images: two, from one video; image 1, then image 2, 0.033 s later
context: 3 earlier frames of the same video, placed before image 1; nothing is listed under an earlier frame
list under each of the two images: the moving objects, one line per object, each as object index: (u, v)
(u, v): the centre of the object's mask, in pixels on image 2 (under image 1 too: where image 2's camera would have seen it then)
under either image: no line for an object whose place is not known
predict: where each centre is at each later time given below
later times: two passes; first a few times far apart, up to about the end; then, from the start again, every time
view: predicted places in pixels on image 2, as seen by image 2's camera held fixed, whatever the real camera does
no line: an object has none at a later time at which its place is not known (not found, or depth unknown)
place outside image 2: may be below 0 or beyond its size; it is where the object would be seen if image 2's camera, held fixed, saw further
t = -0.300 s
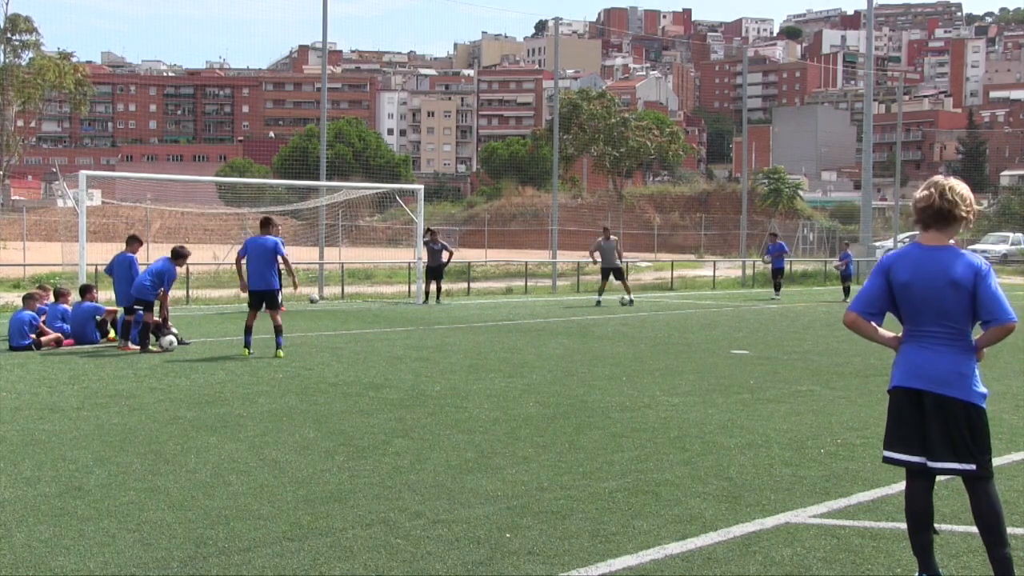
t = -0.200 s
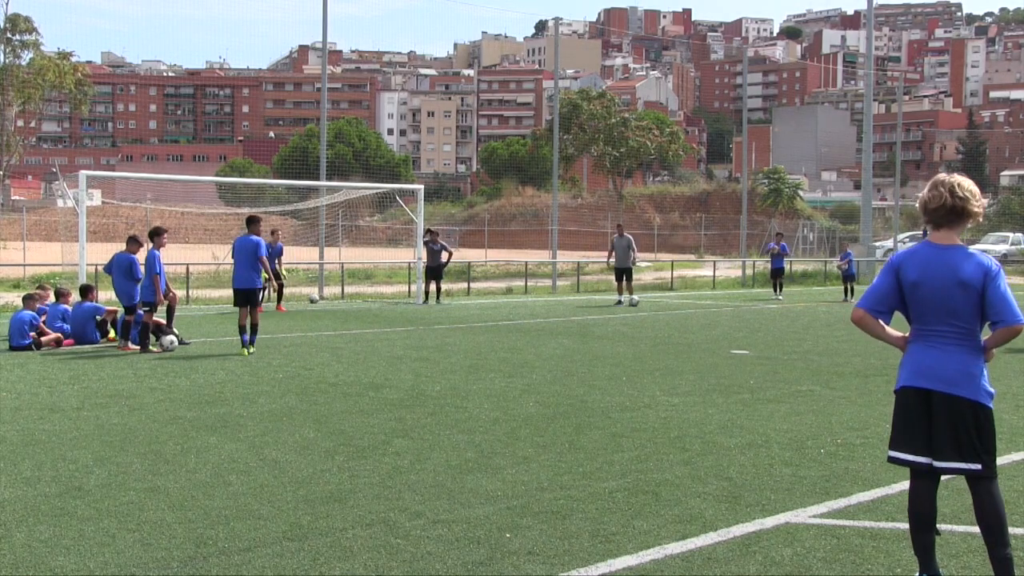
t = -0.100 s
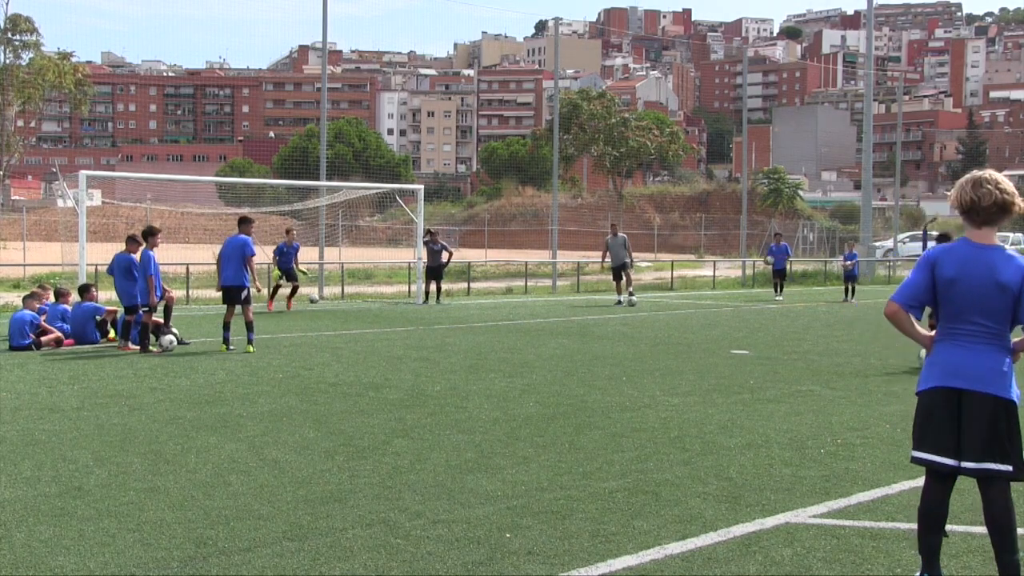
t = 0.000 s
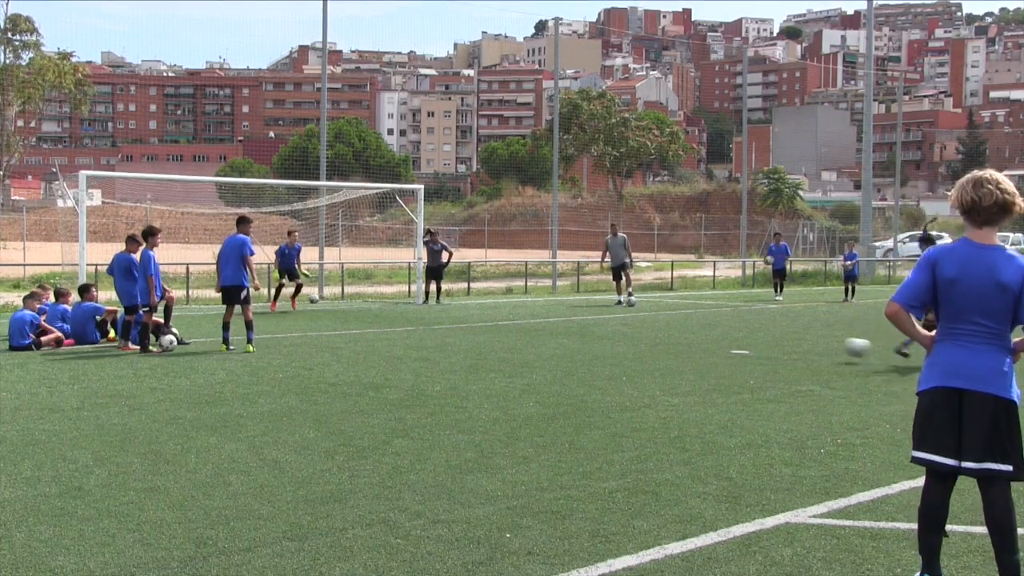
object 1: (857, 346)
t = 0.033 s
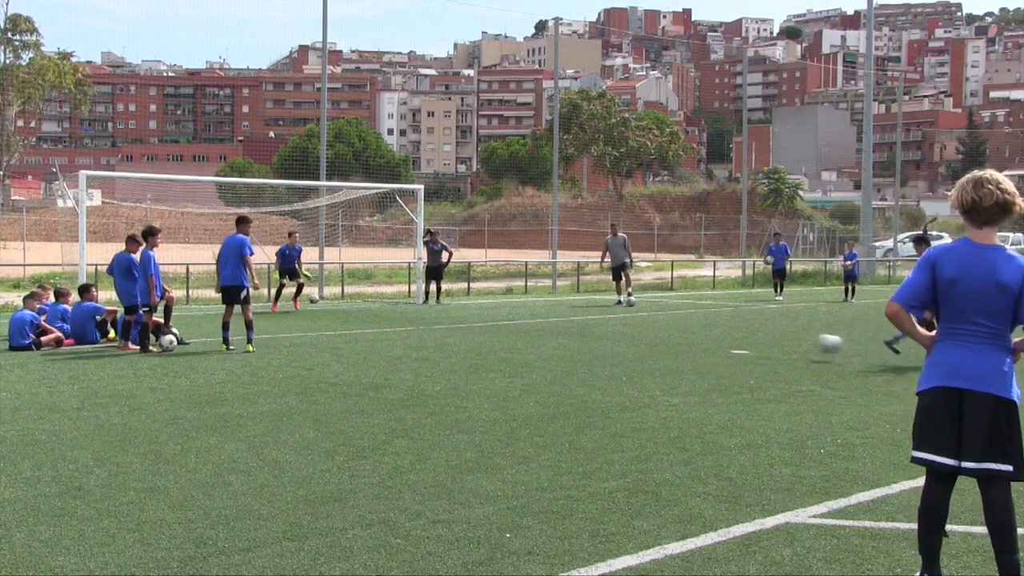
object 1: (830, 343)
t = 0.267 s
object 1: (659, 324)
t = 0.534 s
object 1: (507, 318)
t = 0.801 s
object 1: (393, 319)
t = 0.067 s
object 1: (802, 339)
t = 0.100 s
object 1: (776, 336)
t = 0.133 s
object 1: (750, 333)
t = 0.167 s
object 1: (727, 330)
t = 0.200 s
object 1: (703, 328)
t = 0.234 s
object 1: (680, 325)
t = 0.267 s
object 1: (659, 324)
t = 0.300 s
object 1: (638, 322)
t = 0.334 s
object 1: (617, 321)
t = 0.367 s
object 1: (597, 320)
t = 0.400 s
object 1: (578, 318)
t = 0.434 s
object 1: (559, 318)
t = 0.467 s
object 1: (541, 318)
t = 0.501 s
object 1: (523, 318)
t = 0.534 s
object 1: (507, 318)
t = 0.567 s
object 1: (491, 318)
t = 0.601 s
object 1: (474, 318)
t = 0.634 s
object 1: (459, 318)
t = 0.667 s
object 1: (444, 319)
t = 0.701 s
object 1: (430, 320)
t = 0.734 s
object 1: (416, 321)
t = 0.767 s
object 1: (404, 322)
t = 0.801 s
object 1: (393, 319)
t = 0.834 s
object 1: (383, 316)
